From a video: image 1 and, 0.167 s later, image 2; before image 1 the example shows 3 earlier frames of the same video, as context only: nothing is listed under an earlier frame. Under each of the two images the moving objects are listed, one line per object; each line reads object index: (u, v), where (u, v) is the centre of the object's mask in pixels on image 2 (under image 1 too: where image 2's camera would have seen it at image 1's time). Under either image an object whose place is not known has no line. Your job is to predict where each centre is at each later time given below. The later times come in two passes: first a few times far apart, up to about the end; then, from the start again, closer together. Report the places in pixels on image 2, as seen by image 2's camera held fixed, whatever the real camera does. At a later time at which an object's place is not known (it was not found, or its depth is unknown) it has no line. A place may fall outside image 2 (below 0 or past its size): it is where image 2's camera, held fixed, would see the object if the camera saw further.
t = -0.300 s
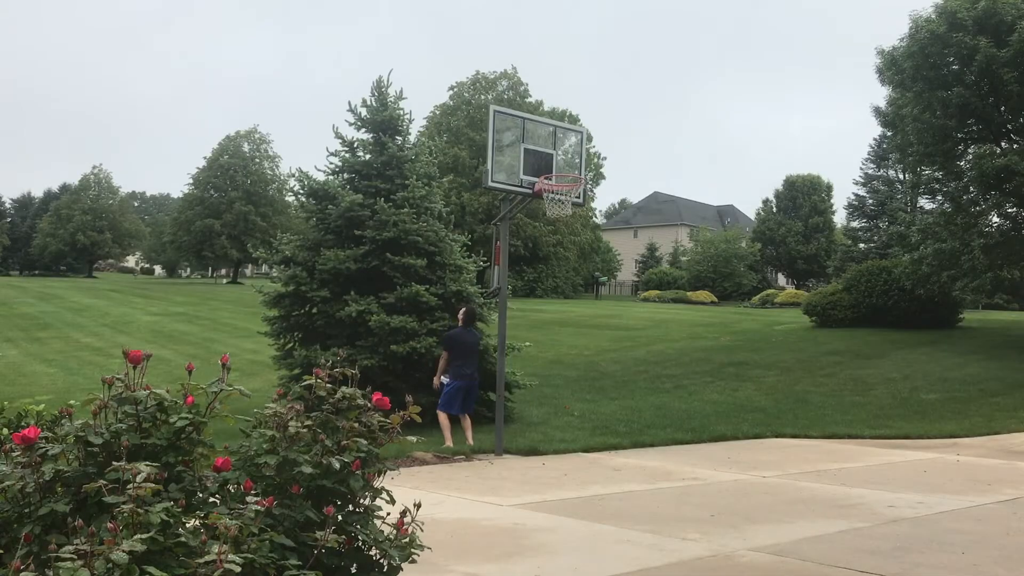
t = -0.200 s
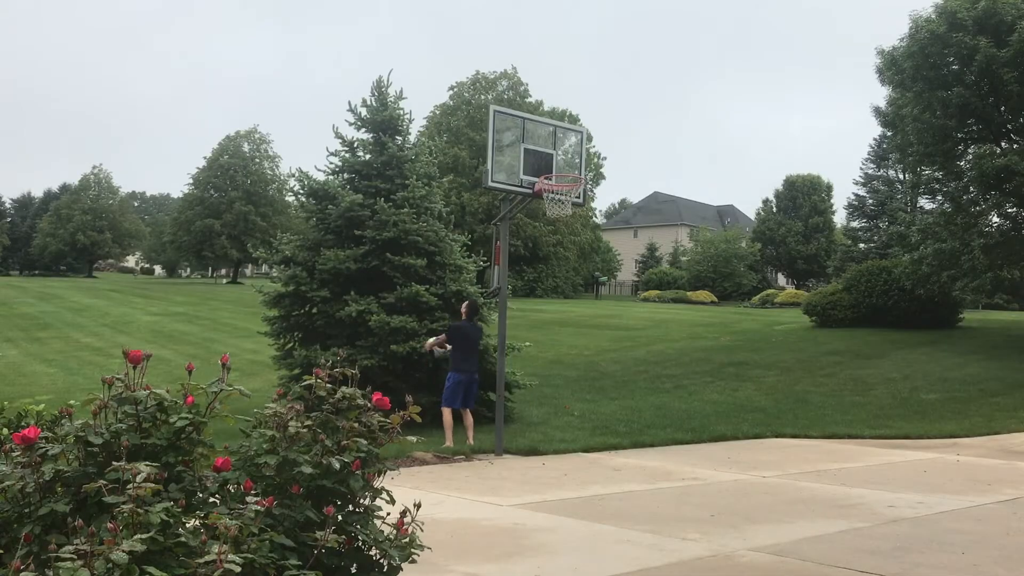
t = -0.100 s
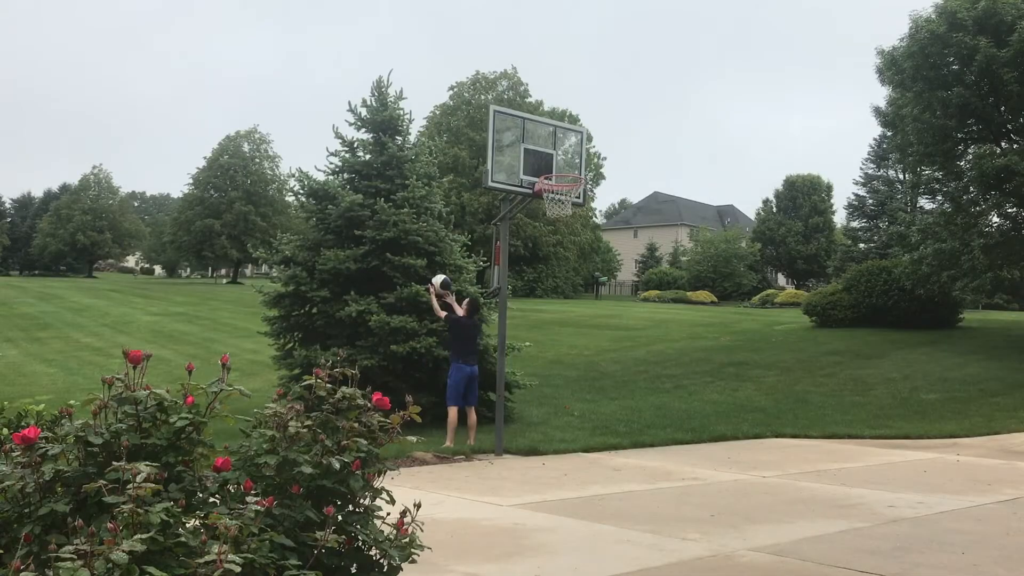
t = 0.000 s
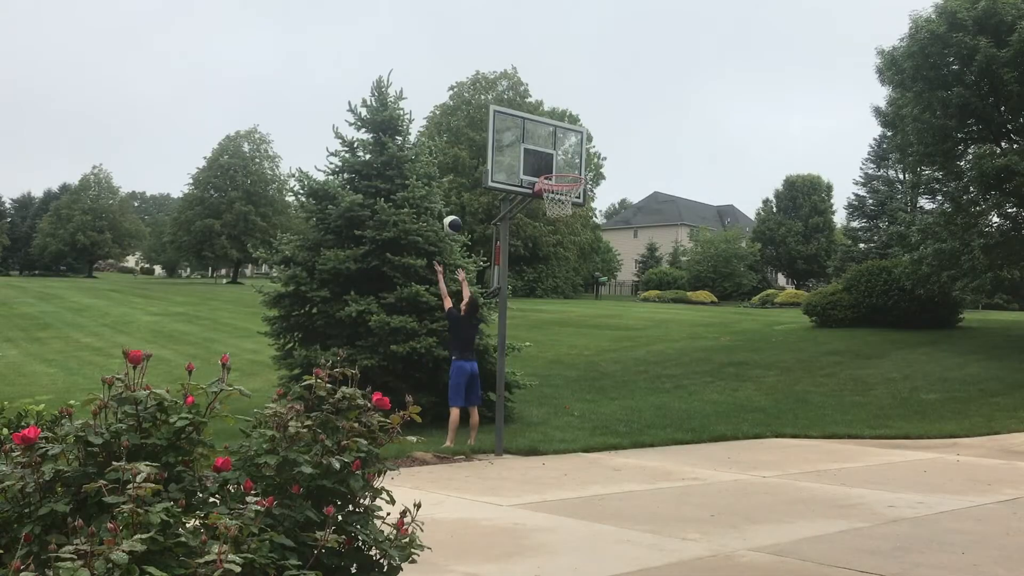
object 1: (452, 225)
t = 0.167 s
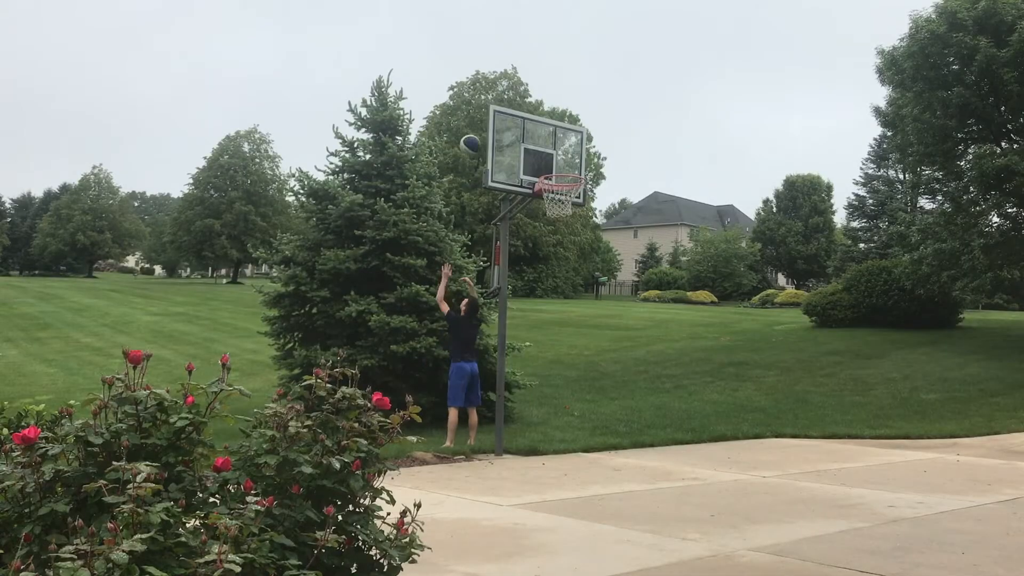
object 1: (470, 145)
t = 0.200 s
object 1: (474, 131)
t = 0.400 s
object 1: (494, 69)
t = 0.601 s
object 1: (514, 40)
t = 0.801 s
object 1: (532, 45)
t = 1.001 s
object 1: (550, 88)
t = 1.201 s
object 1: (565, 167)
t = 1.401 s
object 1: (555, 165)
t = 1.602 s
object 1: (552, 152)
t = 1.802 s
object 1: (554, 162)
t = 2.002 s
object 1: (553, 164)
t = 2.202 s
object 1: (559, 169)
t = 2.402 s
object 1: (564, 213)
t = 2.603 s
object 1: (565, 277)
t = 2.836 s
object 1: (564, 398)
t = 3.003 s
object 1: (561, 405)
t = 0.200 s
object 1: (474, 131)
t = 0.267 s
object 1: (480, 106)
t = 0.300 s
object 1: (485, 94)
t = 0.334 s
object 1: (487, 87)
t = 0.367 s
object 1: (491, 77)
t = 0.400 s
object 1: (494, 69)
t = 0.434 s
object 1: (497, 62)
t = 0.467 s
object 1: (501, 56)
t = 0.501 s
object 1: (504, 51)
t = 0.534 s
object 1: (507, 46)
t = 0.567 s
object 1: (510, 43)
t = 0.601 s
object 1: (514, 40)
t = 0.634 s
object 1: (517, 38)
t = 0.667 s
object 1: (520, 38)
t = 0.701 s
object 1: (523, 38)
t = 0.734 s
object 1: (526, 40)
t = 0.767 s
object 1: (529, 42)
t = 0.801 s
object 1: (532, 45)
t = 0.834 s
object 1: (535, 50)
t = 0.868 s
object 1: (538, 55)
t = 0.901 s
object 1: (541, 62)
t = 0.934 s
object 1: (544, 70)
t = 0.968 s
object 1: (547, 78)
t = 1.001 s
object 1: (550, 88)
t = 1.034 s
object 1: (553, 99)
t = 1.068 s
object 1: (556, 111)
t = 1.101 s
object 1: (558, 125)
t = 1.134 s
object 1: (561, 139)
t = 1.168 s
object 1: (563, 155)
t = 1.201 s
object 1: (565, 167)
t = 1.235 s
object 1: (565, 170)
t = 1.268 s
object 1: (565, 175)
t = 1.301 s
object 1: (565, 176)
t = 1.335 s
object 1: (562, 168)
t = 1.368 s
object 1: (558, 167)
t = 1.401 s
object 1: (555, 165)
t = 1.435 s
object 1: (554, 162)
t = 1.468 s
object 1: (553, 159)
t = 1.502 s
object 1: (553, 155)
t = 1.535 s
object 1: (552, 153)
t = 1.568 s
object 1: (552, 152)
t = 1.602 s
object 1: (552, 152)
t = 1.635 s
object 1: (553, 153)
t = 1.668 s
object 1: (553, 155)
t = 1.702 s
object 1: (552, 158)
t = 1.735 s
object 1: (553, 163)
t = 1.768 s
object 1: (553, 163)
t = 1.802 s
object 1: (554, 162)
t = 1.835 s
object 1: (553, 162)
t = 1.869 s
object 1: (553, 162)
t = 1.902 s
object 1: (553, 163)
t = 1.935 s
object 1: (553, 164)
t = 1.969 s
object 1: (552, 164)
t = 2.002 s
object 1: (553, 164)
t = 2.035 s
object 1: (554, 165)
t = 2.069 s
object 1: (555, 165)
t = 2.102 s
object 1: (556, 166)
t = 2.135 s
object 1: (557, 166)
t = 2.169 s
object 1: (558, 167)
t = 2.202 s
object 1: (559, 169)
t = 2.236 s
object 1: (560, 179)
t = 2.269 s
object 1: (561, 185)
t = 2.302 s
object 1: (561, 190)
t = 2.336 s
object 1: (563, 197)
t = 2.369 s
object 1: (563, 205)
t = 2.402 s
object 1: (564, 213)
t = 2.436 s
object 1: (564, 219)
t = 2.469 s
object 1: (564, 229)
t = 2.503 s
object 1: (564, 239)
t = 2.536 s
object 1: (564, 251)
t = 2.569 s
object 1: (565, 263)
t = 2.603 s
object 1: (565, 277)
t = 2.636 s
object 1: (564, 291)
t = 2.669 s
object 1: (564, 306)
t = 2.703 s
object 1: (564, 323)
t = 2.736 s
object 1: (564, 340)
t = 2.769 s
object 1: (564, 358)
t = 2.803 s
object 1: (564, 378)
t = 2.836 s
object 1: (564, 398)
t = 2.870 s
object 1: (564, 419)
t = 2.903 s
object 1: (564, 441)
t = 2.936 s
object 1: (563, 442)
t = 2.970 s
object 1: (562, 423)
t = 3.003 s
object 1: (561, 405)
